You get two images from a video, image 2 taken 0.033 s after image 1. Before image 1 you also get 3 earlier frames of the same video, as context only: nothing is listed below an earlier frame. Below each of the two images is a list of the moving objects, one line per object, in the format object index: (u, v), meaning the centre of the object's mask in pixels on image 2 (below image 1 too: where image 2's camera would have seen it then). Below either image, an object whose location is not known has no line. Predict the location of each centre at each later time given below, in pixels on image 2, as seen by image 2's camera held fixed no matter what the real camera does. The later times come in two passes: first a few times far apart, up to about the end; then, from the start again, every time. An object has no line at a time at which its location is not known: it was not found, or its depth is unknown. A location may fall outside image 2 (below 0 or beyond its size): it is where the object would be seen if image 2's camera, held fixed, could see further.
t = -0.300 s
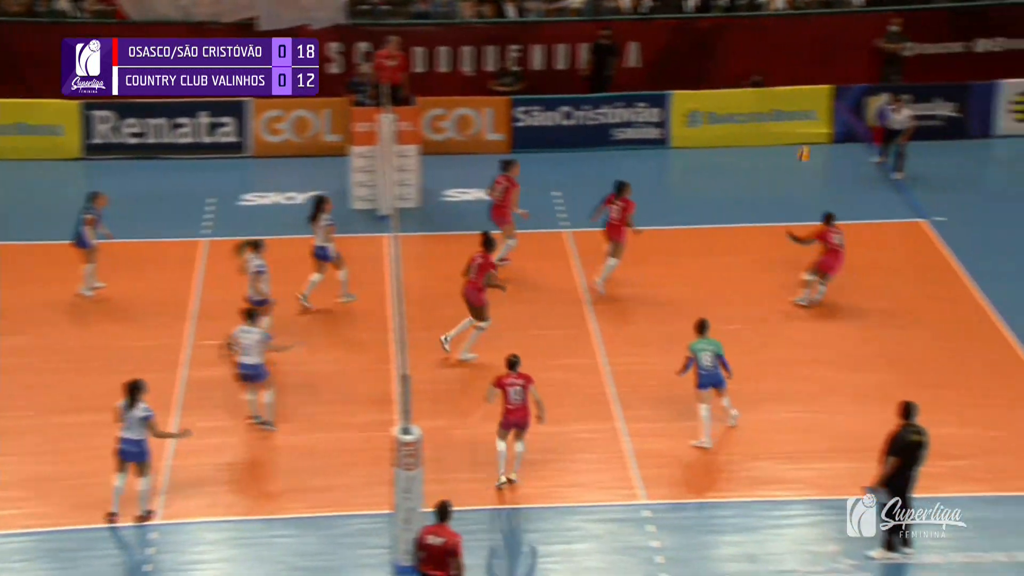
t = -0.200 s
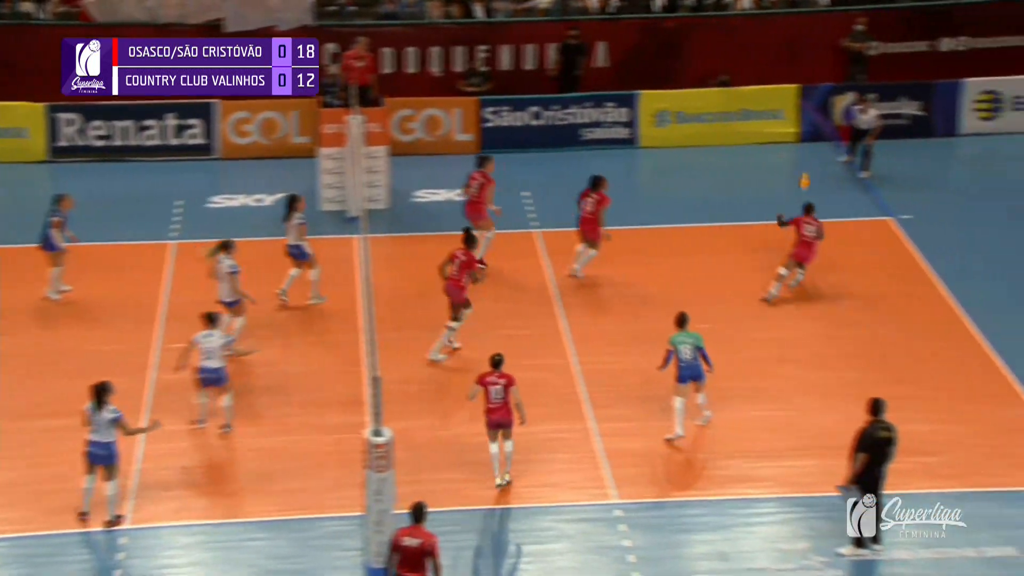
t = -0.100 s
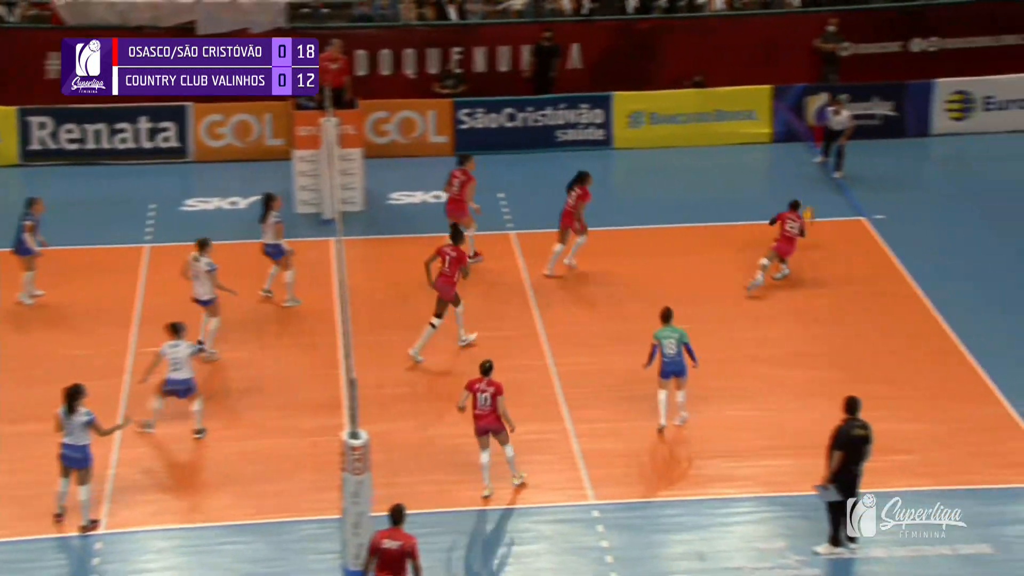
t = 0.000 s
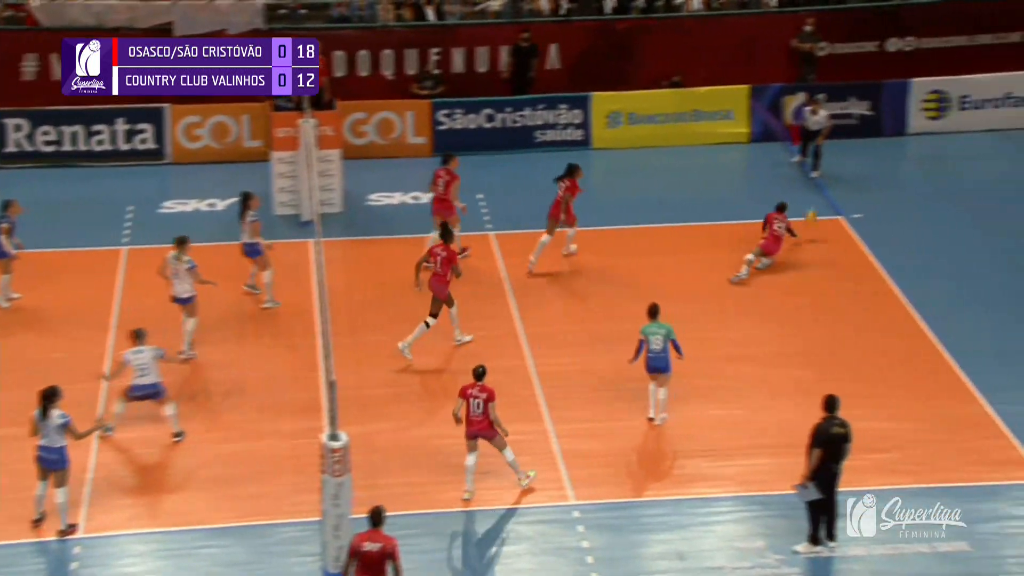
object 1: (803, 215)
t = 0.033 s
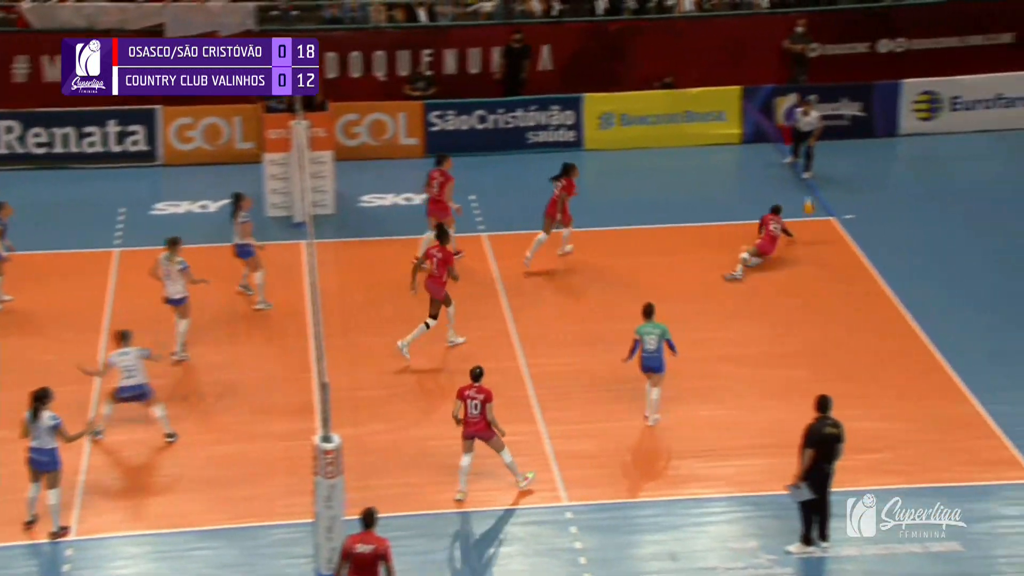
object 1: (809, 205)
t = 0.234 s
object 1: (845, 152)
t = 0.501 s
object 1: (890, 118)
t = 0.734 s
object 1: (924, 119)
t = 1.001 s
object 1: (957, 156)
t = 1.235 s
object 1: (988, 172)
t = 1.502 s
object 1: (1029, 130)
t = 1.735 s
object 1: (1060, 124)
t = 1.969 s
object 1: (1087, 149)
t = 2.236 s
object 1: (1121, 140)
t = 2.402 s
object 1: (1139, 125)
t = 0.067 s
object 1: (815, 195)
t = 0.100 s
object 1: (821, 185)
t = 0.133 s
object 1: (826, 177)
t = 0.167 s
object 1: (833, 167)
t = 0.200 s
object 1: (839, 161)
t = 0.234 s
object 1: (845, 152)
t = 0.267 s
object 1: (851, 146)
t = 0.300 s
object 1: (857, 140)
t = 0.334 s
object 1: (862, 134)
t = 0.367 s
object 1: (869, 130)
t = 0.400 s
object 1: (874, 126)
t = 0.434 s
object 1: (879, 122)
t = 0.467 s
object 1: (884, 120)
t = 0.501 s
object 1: (890, 118)
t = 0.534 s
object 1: (894, 116)
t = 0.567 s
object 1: (900, 115)
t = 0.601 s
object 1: (905, 115)
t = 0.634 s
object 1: (910, 114)
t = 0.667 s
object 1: (914, 115)
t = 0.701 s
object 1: (920, 117)
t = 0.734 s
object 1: (924, 119)
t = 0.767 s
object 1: (929, 123)
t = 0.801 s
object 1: (933, 126)
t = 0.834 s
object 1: (938, 128)
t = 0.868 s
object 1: (941, 133)
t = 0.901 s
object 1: (945, 139)
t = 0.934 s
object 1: (951, 144)
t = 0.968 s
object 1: (954, 152)
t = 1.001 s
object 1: (957, 156)
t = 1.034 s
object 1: (961, 164)
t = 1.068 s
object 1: (965, 172)
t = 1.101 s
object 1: (968, 182)
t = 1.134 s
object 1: (973, 189)
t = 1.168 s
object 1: (976, 189)
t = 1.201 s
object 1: (983, 179)
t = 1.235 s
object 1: (988, 172)
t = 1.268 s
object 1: (993, 165)
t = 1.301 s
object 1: (999, 158)
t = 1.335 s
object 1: (1005, 152)
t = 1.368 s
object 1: (1010, 146)
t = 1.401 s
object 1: (1014, 142)
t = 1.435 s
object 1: (1020, 136)
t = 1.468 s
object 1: (1024, 133)
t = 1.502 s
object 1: (1029, 130)
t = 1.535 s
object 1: (1034, 127)
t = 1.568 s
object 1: (1039, 125)
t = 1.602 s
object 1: (1044, 124)
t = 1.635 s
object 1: (1048, 124)
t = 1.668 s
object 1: (1052, 123)
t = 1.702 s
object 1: (1058, 123)
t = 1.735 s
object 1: (1060, 124)
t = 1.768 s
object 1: (1065, 126)
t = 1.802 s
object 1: (1069, 129)
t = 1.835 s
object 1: (1073, 130)
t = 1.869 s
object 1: (1077, 136)
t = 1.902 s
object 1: (1080, 138)
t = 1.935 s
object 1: (1084, 144)
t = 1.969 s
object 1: (1087, 149)
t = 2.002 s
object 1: (1090, 155)
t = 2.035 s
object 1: (1093, 161)
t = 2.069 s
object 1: (1097, 167)
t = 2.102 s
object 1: (1101, 165)
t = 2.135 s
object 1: (1106, 157)
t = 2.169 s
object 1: (1111, 151)
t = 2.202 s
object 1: (1115, 145)
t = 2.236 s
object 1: (1121, 140)
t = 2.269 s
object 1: (1126, 136)
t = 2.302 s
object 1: (1131, 133)
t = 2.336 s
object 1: (1136, 129)
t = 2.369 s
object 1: (1137, 127)
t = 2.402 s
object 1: (1139, 125)
